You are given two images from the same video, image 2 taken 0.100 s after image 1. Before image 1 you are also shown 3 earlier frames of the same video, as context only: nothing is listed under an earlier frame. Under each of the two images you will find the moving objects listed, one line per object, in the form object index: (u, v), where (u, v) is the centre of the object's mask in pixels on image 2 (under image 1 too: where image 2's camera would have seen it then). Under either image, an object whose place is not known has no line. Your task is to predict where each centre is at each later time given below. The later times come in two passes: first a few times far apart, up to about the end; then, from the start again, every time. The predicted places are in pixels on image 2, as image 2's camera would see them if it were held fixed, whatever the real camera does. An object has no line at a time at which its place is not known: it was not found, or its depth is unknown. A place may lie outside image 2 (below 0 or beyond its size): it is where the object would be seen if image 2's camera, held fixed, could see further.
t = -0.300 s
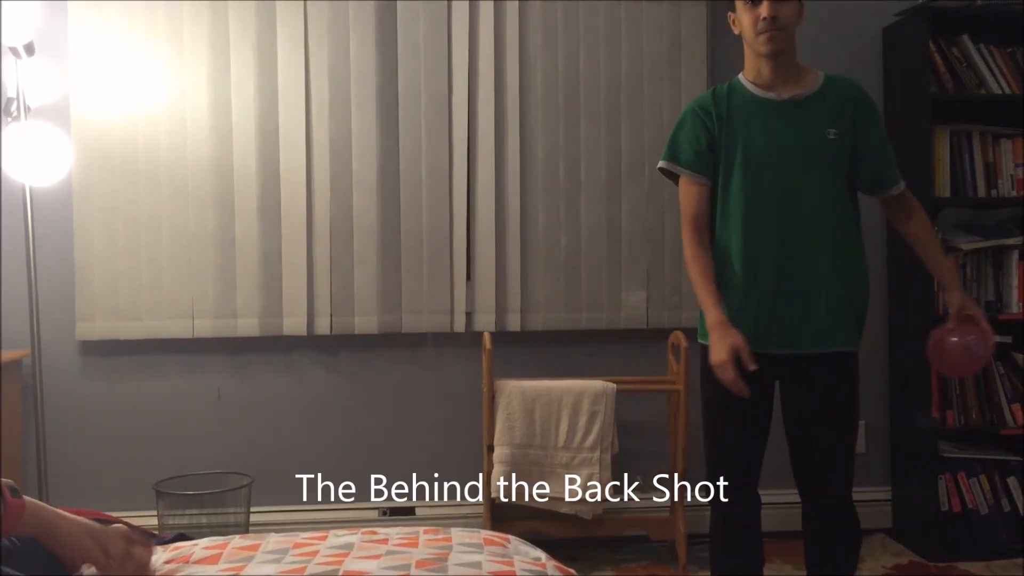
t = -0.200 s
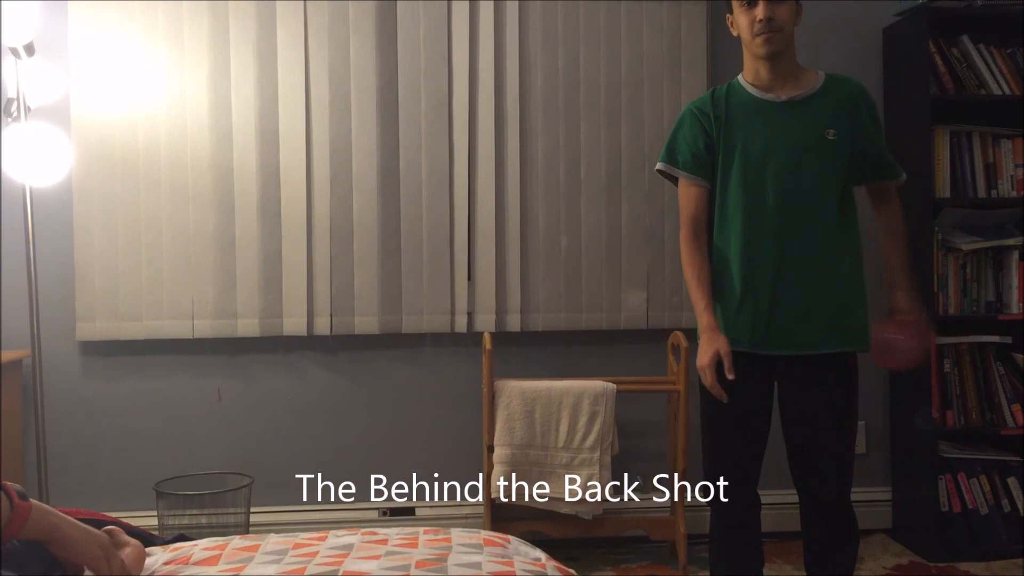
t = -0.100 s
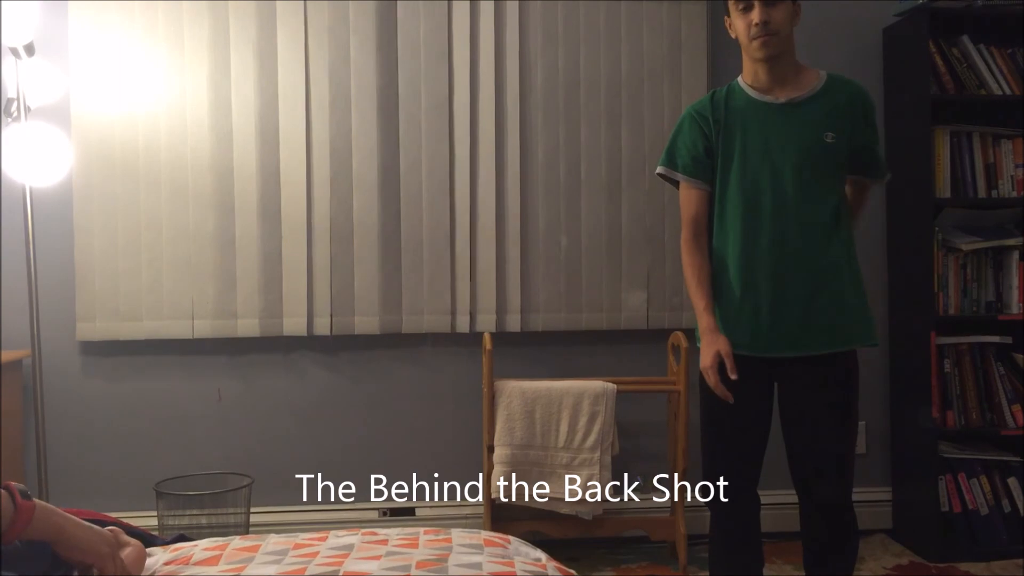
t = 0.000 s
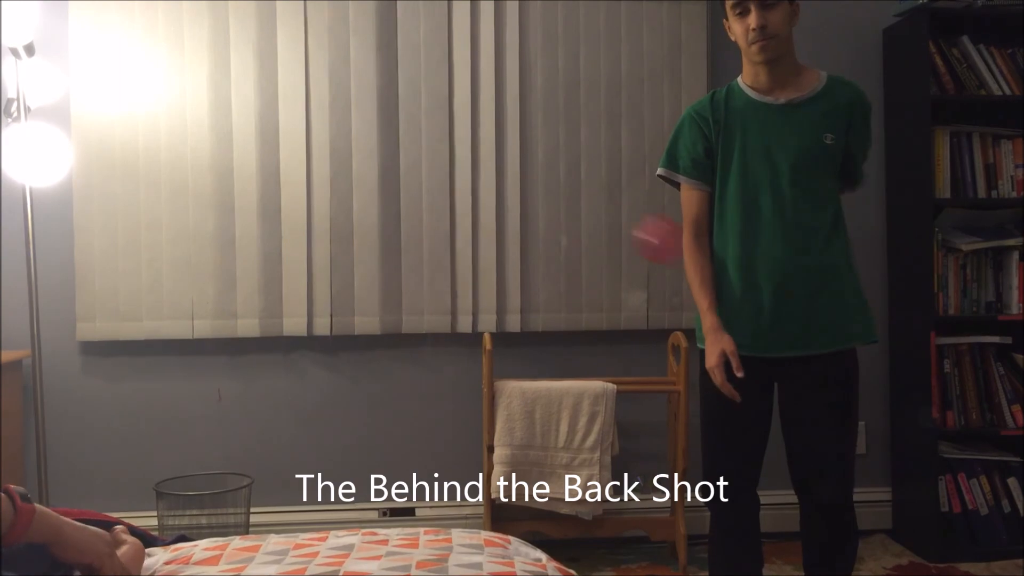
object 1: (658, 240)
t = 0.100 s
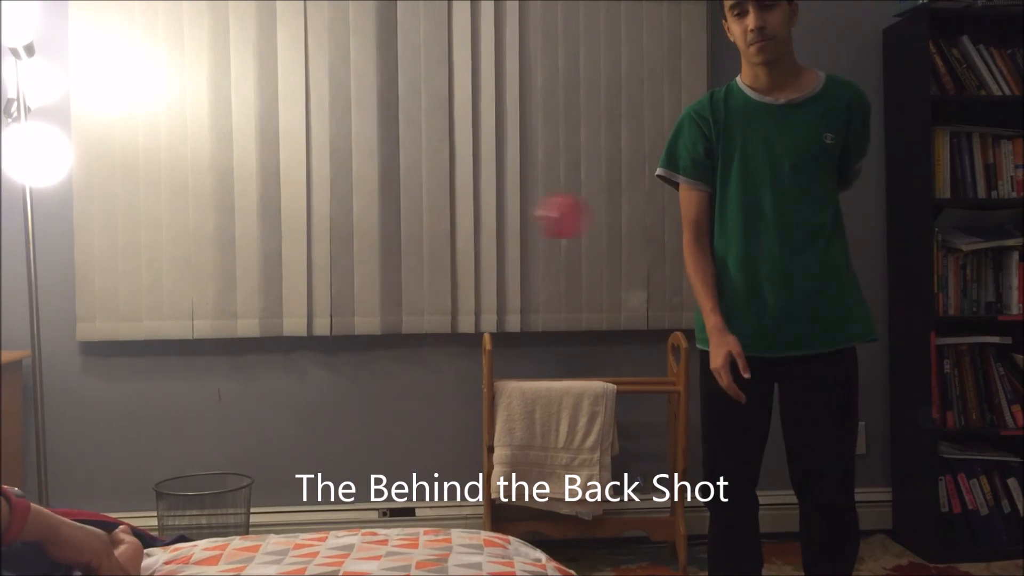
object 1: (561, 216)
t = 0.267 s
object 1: (411, 251)
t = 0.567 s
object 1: (191, 520)
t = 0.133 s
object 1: (532, 216)
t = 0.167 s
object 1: (499, 219)
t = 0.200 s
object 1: (470, 226)
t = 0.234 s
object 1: (440, 237)
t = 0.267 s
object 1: (411, 251)
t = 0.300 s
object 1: (382, 270)
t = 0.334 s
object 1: (355, 291)
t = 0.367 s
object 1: (328, 318)
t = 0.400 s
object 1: (301, 344)
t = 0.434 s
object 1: (277, 374)
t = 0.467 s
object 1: (252, 407)
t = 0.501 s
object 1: (227, 446)
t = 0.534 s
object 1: (204, 477)
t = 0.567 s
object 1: (191, 520)
